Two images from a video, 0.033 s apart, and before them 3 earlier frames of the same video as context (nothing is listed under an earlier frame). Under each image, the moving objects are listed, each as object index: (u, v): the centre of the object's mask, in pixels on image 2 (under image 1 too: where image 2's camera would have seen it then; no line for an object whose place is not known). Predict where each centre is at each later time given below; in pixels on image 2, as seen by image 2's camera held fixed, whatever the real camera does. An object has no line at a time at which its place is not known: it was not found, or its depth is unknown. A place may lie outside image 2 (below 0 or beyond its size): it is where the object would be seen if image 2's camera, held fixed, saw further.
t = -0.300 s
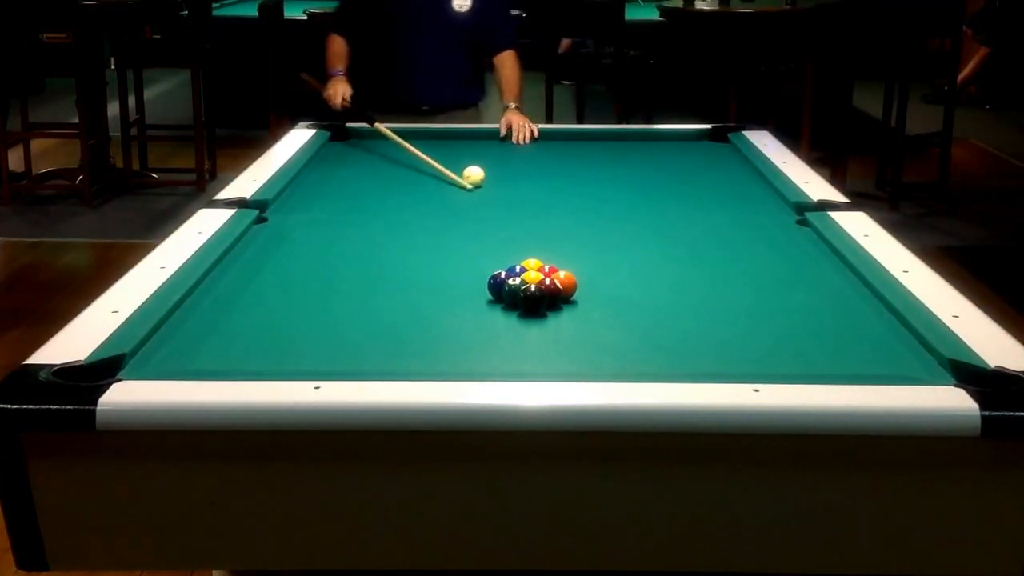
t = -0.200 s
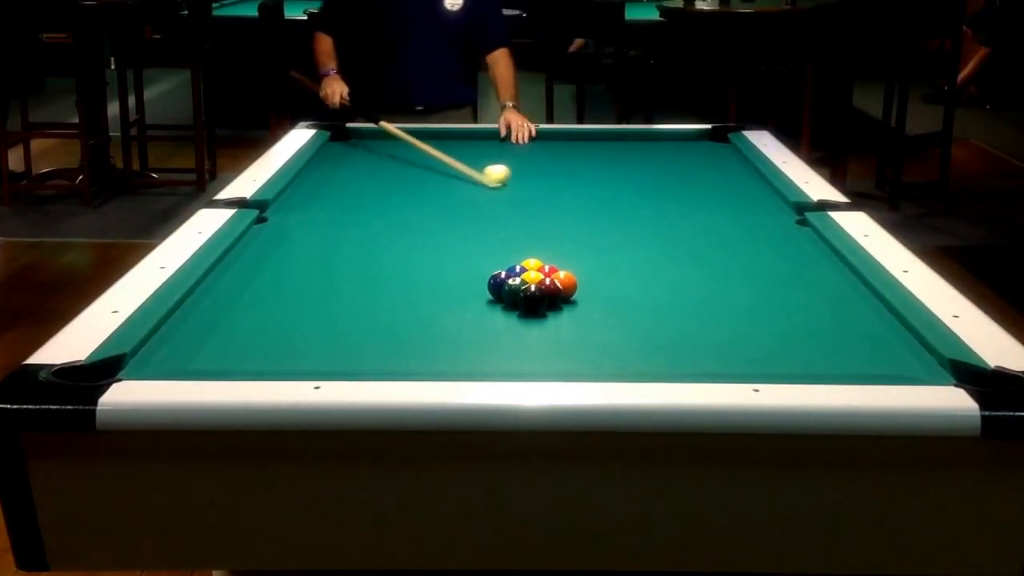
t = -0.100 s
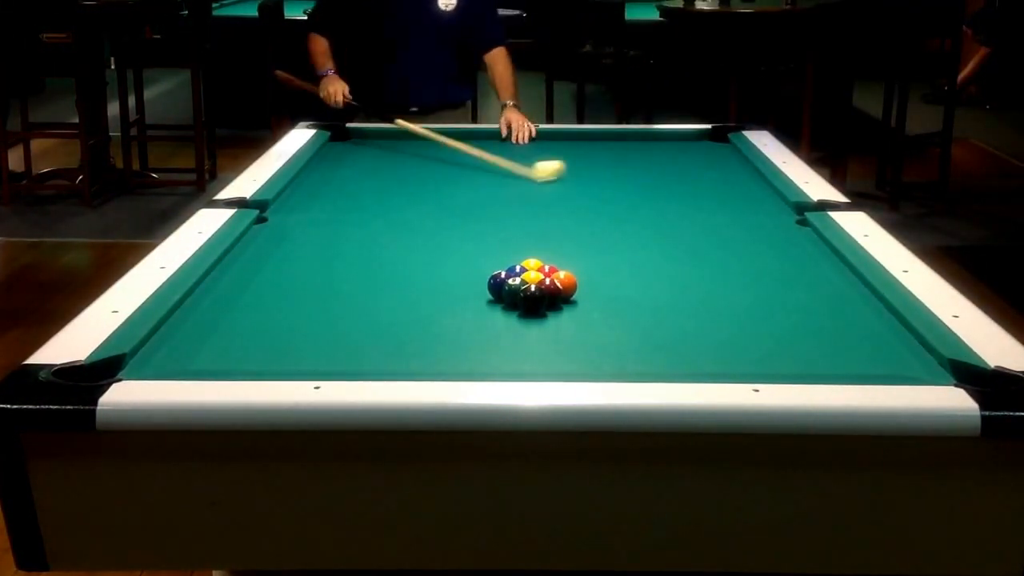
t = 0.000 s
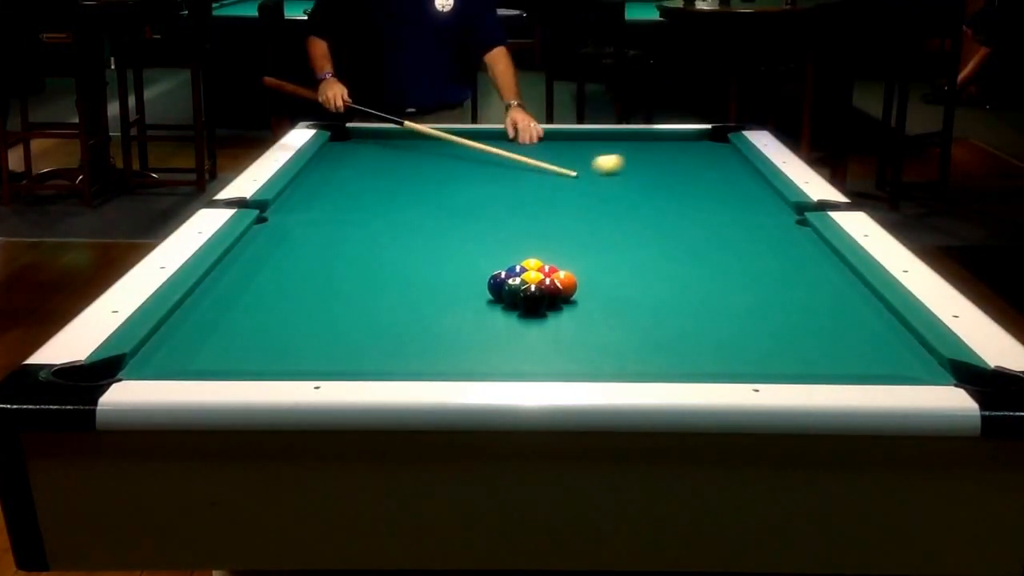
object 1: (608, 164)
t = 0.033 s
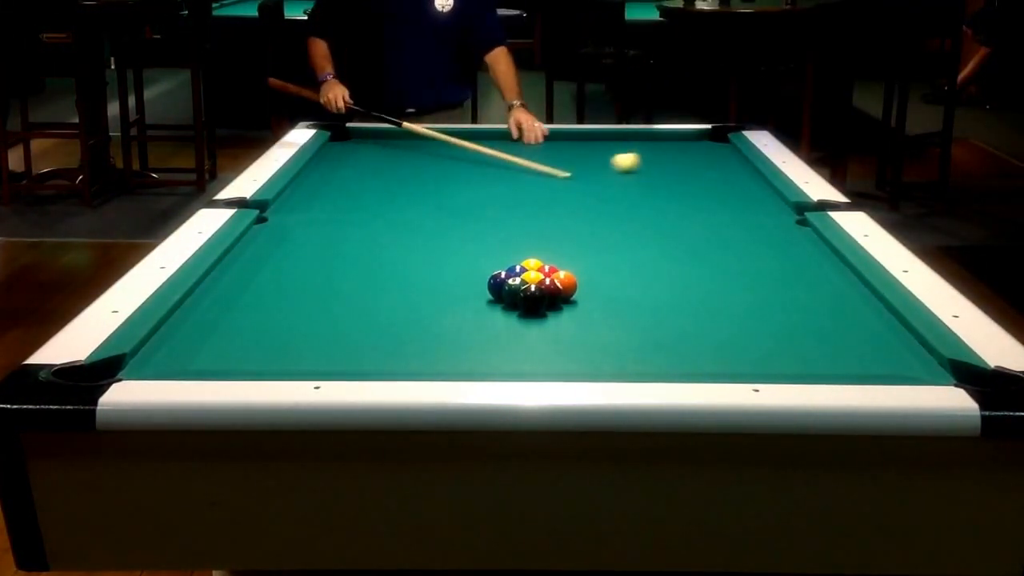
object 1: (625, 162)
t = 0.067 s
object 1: (642, 161)
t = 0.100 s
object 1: (658, 159)
